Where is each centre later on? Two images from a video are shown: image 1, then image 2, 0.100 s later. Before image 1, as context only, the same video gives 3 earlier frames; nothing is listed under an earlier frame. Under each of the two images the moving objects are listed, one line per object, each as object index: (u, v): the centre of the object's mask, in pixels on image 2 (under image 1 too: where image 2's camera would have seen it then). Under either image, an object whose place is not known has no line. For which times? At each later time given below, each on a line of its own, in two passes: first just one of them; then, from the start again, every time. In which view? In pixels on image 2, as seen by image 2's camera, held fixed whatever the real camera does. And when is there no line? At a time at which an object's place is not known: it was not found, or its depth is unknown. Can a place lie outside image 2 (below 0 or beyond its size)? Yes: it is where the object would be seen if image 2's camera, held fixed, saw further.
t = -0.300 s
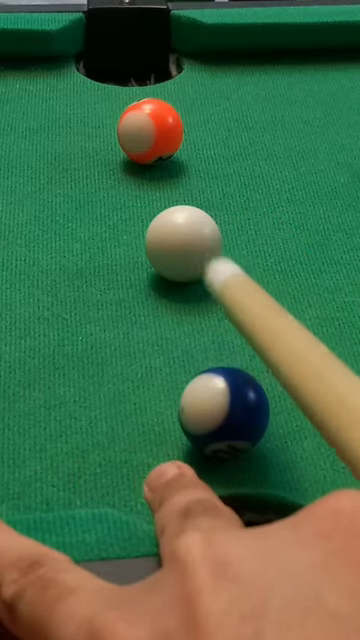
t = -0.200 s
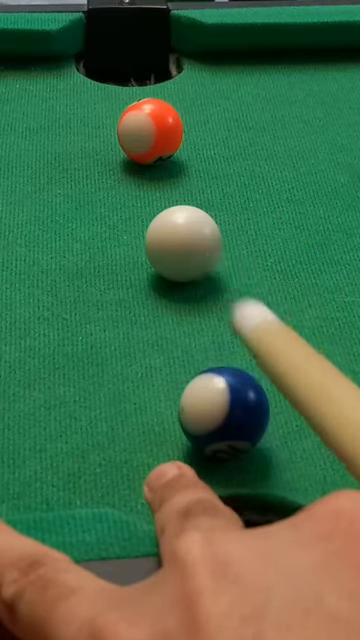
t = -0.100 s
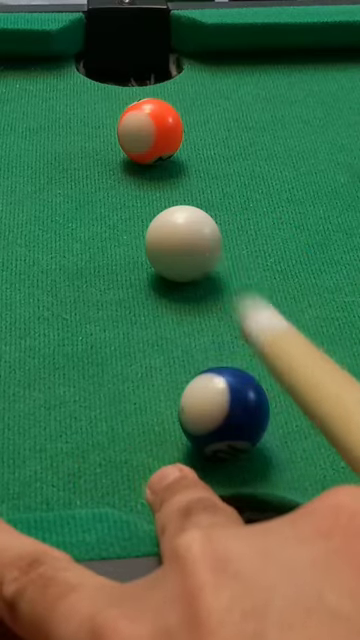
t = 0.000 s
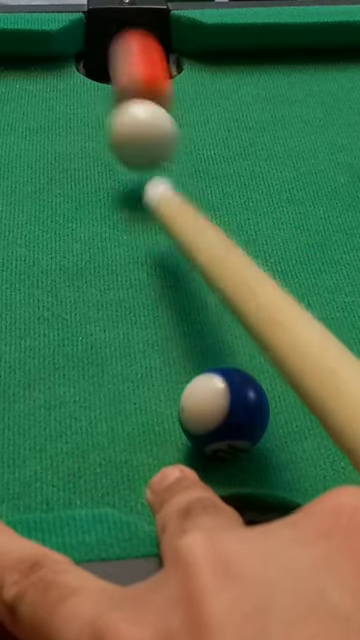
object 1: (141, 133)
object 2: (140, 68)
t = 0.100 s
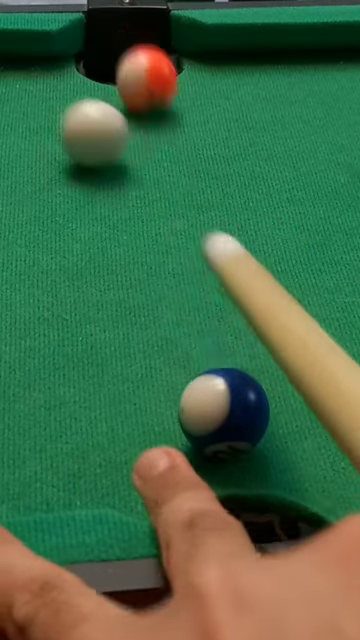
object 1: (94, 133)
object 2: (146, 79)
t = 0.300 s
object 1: (22, 62)
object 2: (181, 185)
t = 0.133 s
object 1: (77, 119)
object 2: (152, 98)
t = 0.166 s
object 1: (62, 102)
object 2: (157, 115)
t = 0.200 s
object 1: (45, 82)
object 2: (163, 132)
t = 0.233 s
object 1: (31, 63)
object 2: (168, 149)
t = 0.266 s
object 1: (24, 53)
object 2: (175, 166)
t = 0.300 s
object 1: (22, 62)
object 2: (181, 185)
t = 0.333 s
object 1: (19, 68)
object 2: (188, 204)
